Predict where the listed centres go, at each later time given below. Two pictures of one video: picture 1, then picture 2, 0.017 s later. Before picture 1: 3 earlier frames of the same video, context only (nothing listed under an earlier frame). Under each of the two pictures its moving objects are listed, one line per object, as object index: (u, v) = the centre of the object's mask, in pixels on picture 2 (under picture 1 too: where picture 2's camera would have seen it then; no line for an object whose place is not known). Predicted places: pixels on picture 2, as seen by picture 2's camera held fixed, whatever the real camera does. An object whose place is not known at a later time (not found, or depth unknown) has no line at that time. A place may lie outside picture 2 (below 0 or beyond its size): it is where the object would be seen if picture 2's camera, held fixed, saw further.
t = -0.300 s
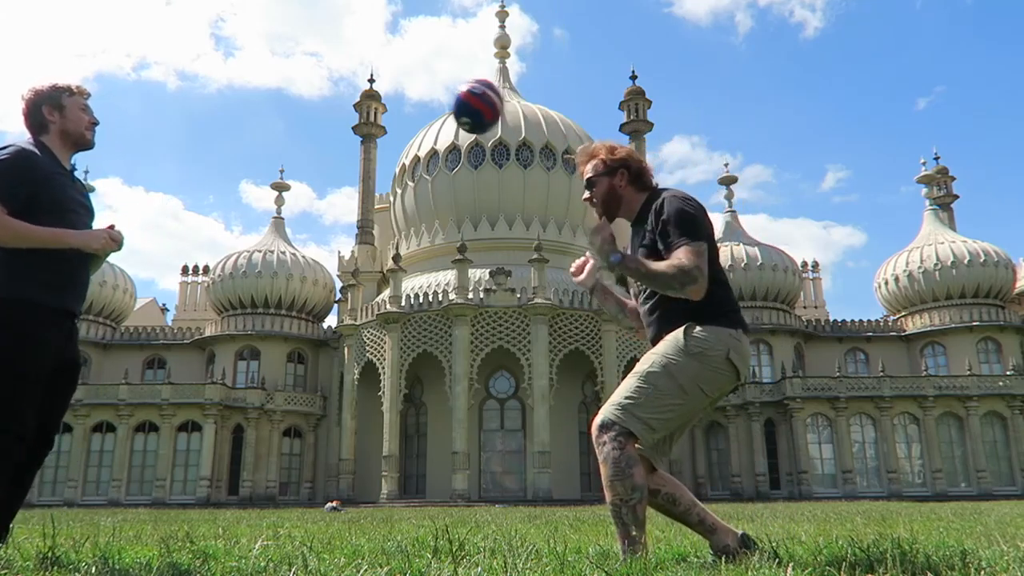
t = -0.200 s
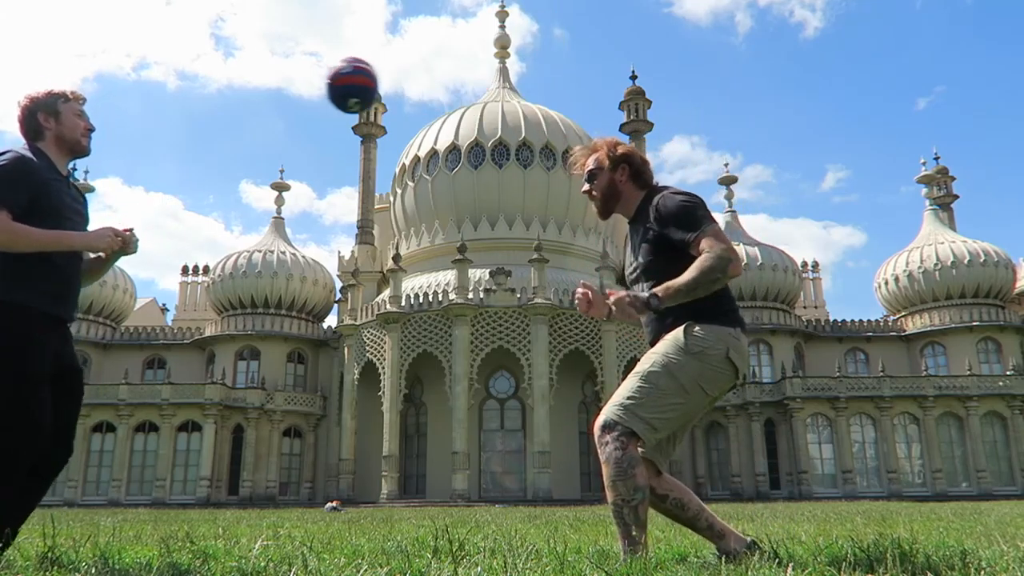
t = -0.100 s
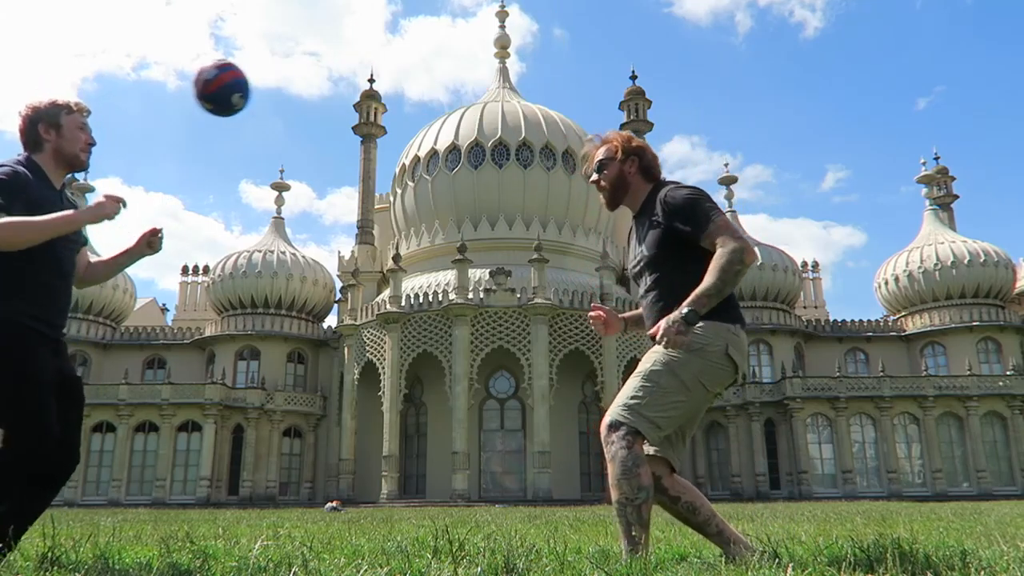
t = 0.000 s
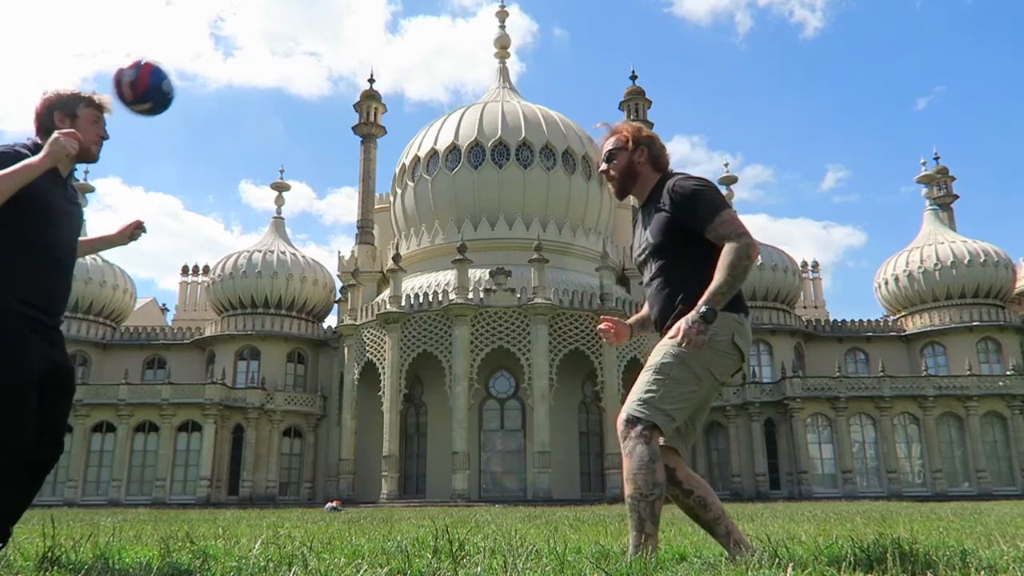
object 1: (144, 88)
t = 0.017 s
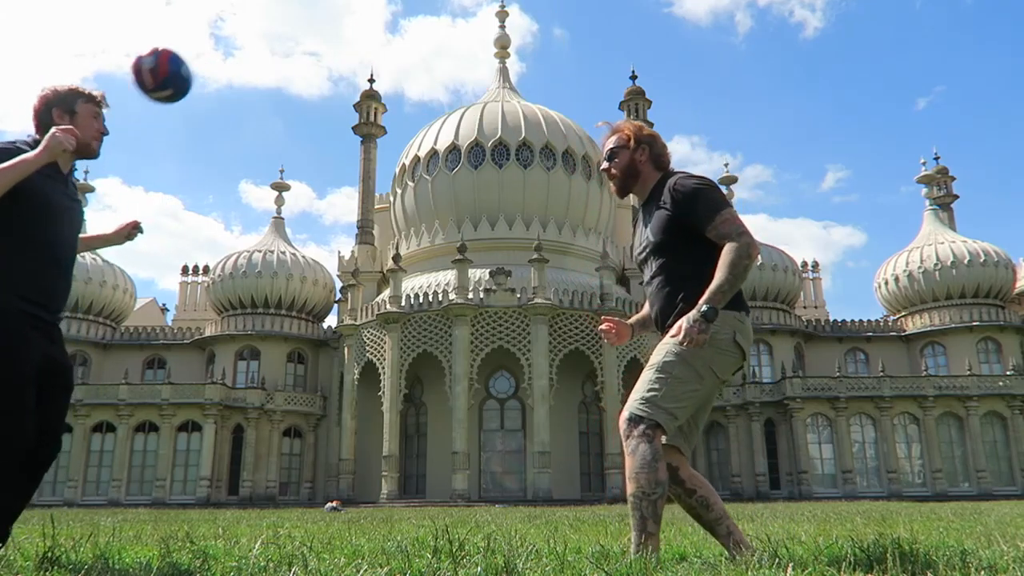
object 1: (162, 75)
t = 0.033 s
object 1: (181, 63)
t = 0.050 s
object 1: (199, 52)
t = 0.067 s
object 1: (217, 42)
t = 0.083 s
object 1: (234, 32)
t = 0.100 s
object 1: (252, 24)
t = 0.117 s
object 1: (269, 19)
